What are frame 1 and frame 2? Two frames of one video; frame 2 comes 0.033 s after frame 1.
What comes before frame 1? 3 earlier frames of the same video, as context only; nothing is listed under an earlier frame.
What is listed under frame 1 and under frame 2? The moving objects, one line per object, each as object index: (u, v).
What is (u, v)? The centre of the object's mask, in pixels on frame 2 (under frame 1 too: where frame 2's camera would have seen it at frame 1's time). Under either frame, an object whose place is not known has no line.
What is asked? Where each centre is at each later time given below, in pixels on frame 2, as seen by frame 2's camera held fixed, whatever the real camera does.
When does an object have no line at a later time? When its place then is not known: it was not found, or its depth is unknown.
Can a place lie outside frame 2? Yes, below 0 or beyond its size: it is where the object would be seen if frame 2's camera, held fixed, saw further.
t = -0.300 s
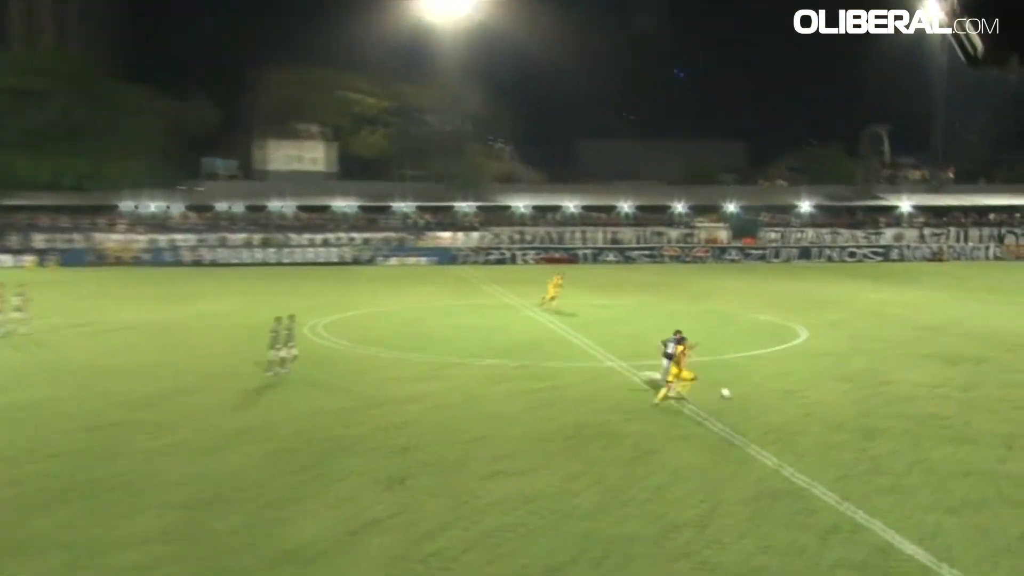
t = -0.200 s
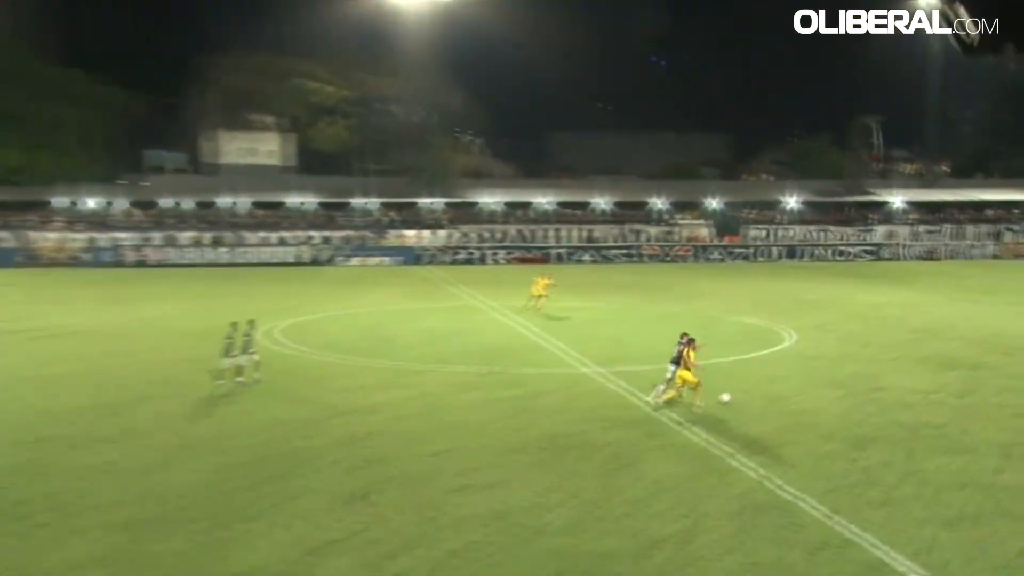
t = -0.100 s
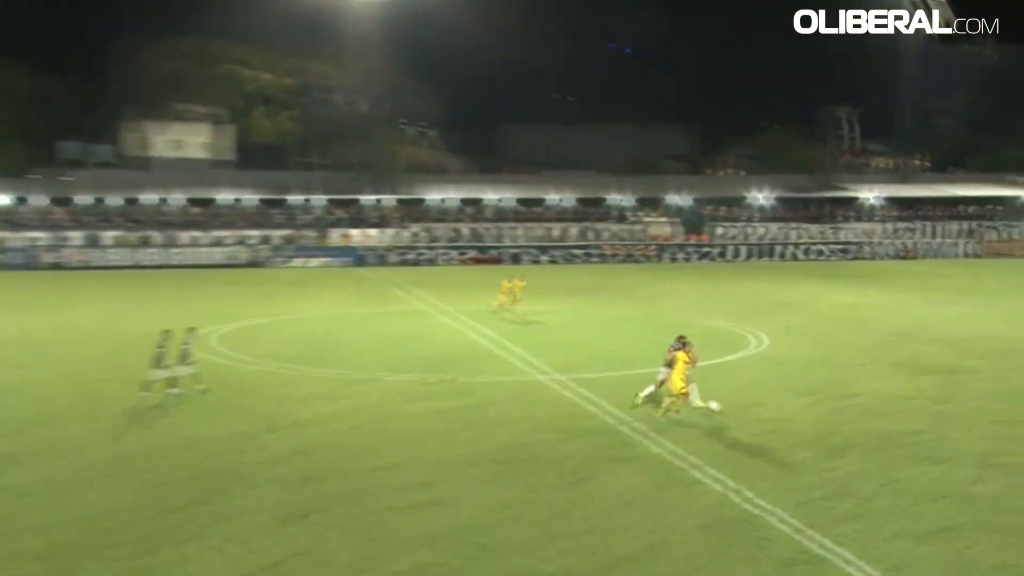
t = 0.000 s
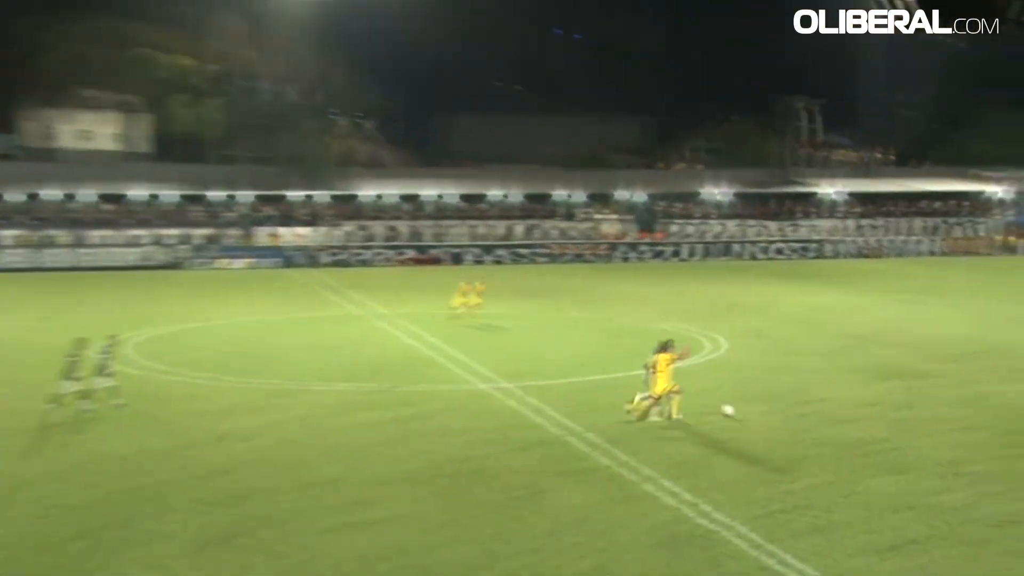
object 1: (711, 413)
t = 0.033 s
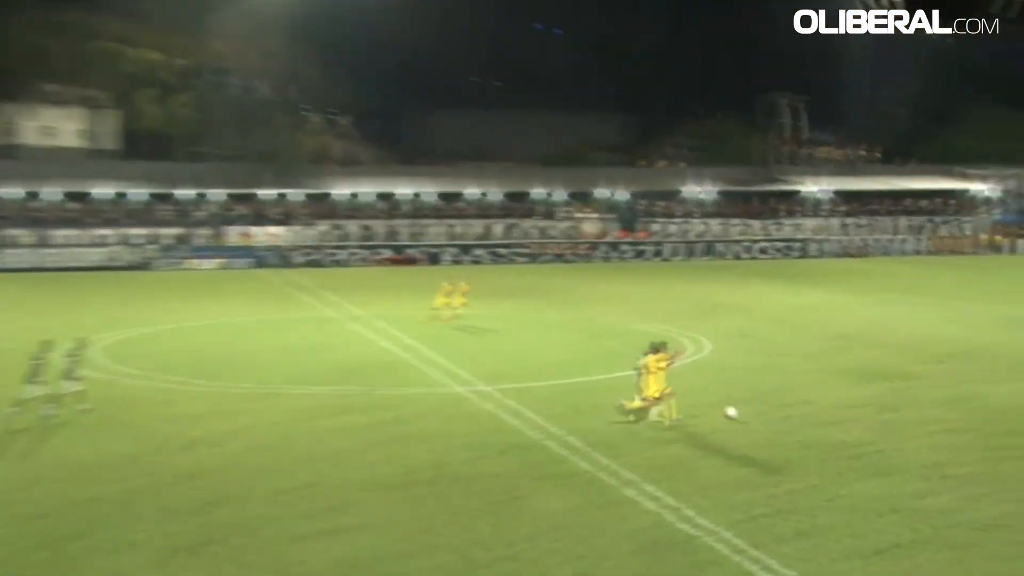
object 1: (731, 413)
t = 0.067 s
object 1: (751, 412)
